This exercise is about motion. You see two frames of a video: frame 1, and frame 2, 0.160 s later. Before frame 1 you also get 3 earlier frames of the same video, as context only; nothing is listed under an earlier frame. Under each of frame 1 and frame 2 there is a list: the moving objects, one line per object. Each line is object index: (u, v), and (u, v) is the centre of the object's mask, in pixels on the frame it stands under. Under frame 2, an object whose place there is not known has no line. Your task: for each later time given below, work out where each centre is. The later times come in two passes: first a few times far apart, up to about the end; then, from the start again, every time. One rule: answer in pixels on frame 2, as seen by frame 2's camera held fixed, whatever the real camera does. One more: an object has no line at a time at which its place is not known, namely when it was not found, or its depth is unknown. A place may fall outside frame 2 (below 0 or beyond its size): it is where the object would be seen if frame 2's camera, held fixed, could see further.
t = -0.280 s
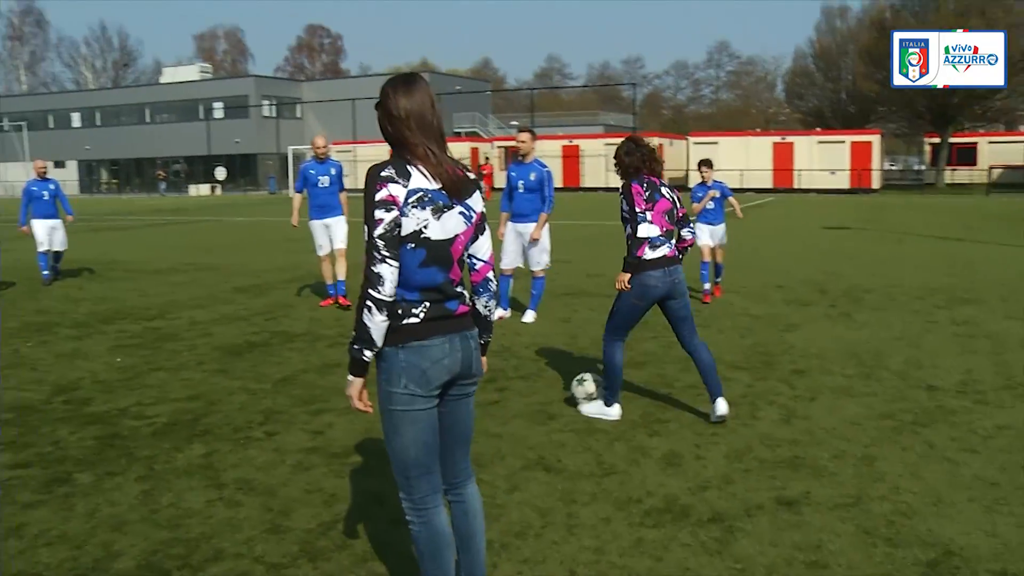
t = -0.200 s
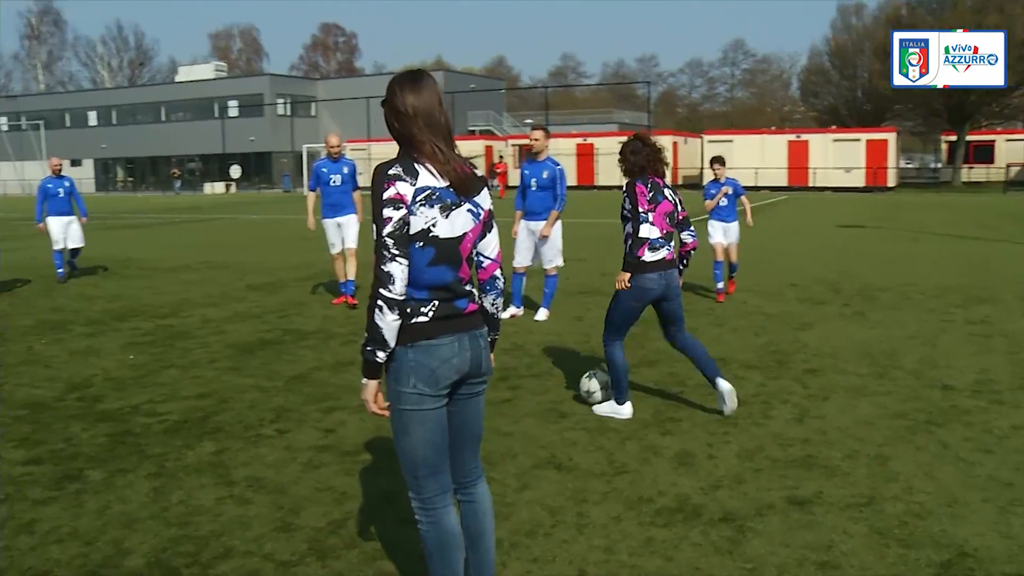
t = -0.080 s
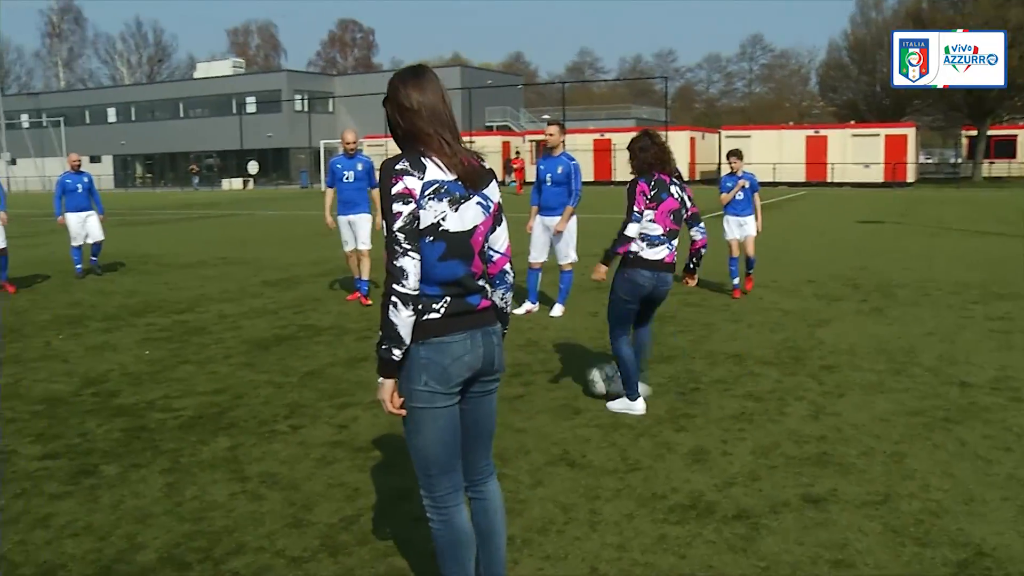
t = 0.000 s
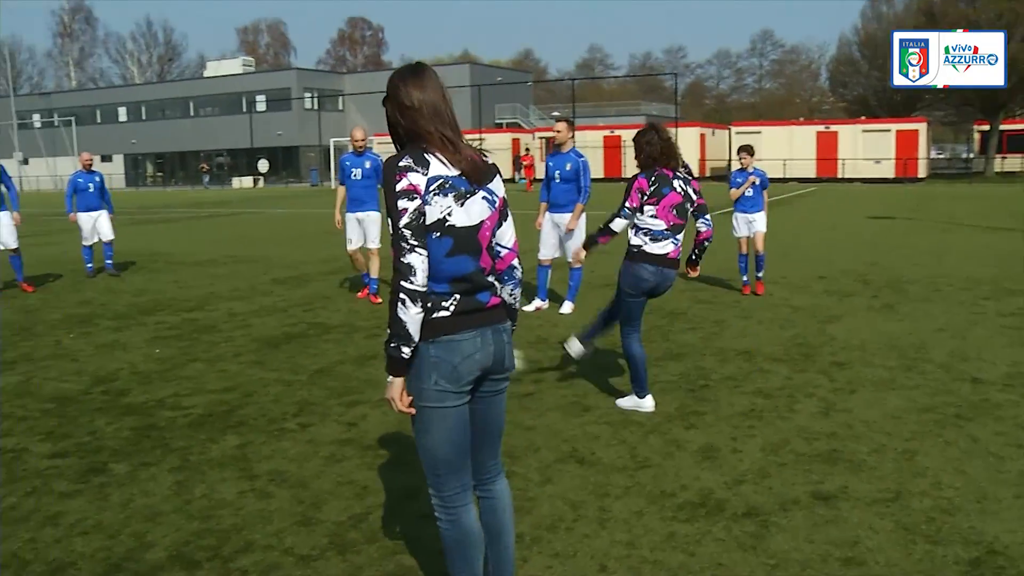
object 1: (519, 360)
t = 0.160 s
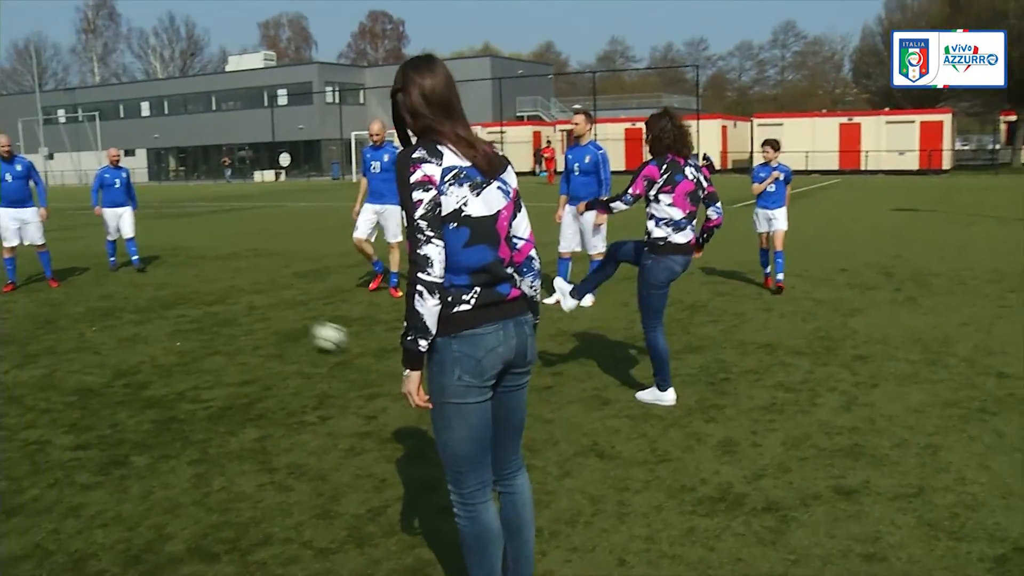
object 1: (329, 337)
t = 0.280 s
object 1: (224, 329)
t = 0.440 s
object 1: (125, 315)
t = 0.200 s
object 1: (292, 333)
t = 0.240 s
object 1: (257, 330)
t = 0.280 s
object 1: (224, 329)
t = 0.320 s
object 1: (196, 323)
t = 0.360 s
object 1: (172, 319)
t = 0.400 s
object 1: (148, 316)
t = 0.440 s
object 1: (125, 315)
